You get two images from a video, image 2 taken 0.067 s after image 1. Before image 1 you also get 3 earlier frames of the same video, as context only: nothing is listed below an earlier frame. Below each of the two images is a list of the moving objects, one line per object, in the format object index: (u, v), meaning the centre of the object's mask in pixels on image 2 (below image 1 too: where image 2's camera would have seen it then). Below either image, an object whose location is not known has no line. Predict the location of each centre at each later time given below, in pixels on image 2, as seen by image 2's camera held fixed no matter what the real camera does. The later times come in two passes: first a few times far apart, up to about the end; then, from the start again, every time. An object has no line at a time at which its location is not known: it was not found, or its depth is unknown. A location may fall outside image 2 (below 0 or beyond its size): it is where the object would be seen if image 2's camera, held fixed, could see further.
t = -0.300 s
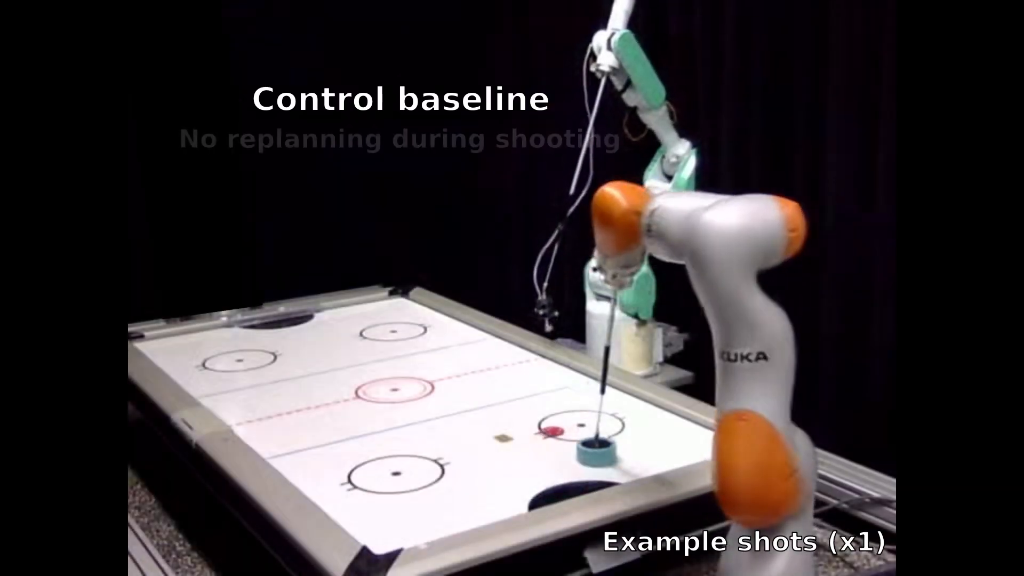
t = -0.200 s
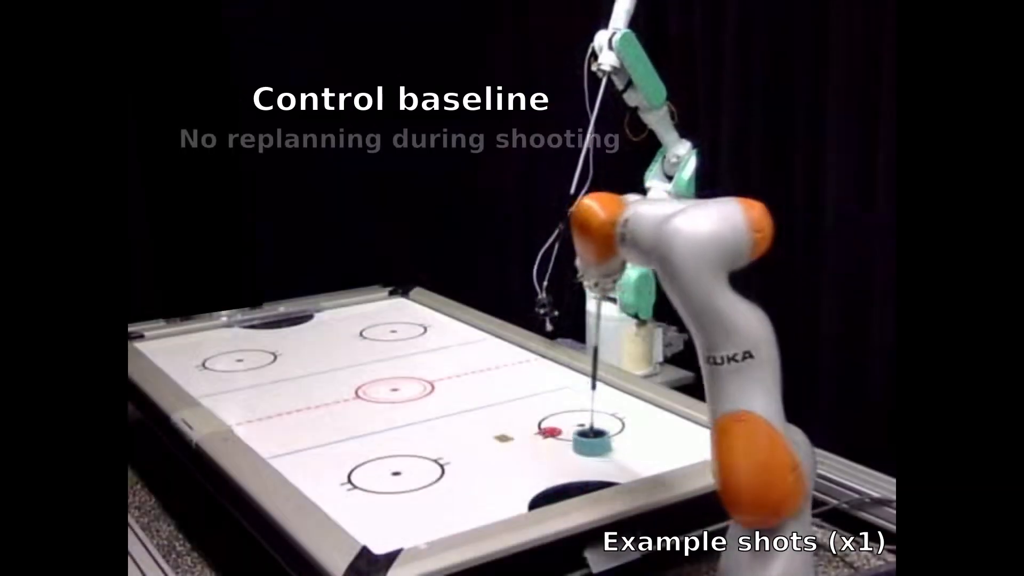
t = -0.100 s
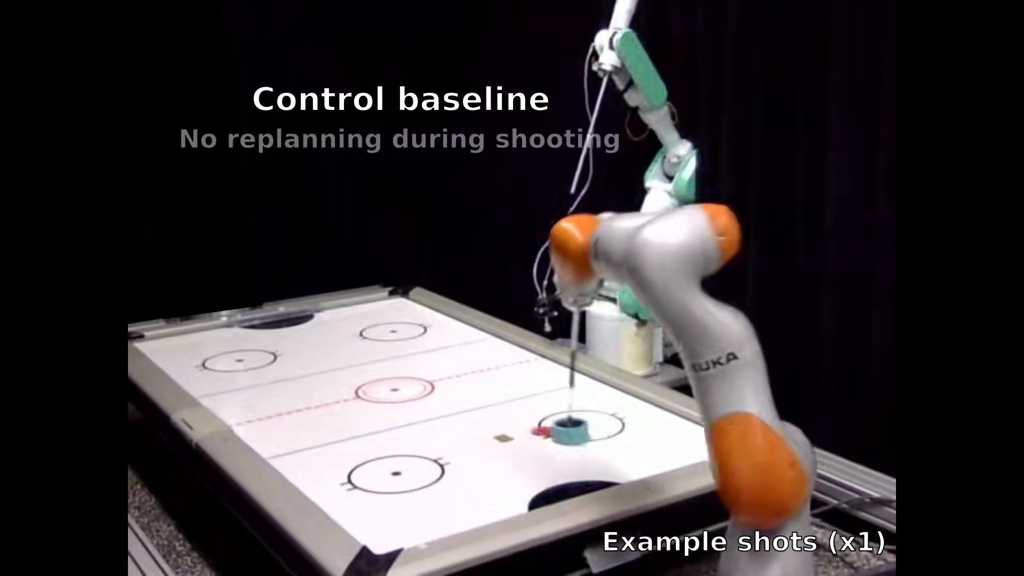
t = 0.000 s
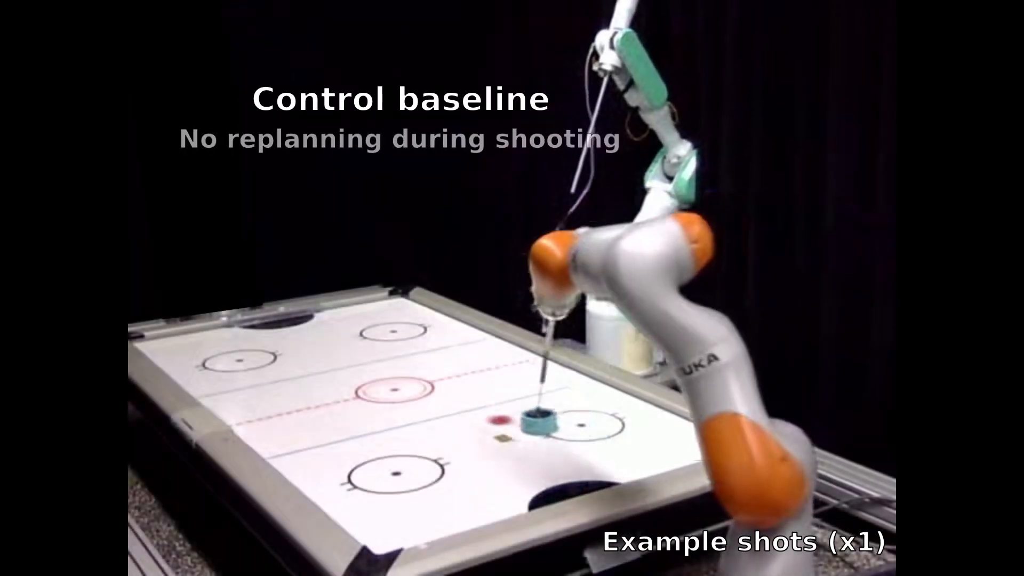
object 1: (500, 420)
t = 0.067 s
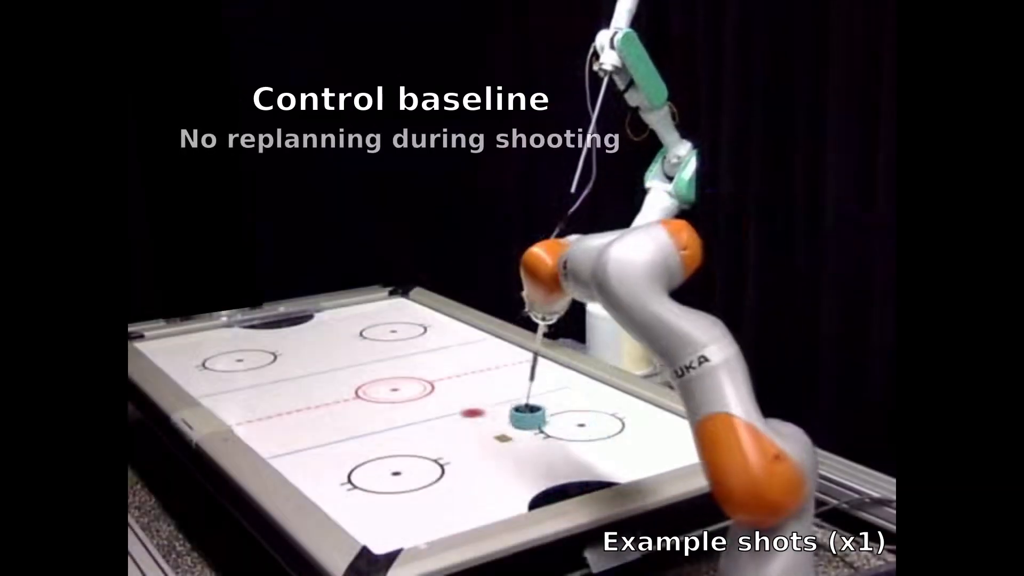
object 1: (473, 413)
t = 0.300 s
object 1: (386, 391)
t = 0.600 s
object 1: (293, 367)
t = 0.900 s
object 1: (213, 346)
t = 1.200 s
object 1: (178, 348)
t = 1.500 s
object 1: (185, 374)
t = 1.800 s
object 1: (209, 399)
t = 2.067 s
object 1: (249, 417)
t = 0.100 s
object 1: (460, 409)
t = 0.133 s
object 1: (447, 406)
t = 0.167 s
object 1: (435, 403)
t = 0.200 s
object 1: (422, 400)
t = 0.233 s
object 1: (409, 397)
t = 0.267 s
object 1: (398, 393)
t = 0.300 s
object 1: (386, 391)
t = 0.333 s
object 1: (374, 388)
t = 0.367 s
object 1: (364, 385)
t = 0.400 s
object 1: (353, 382)
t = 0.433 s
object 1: (342, 379)
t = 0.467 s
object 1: (332, 377)
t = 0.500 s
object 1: (322, 374)
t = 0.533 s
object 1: (312, 372)
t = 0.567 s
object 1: (302, 369)
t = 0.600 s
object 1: (293, 367)
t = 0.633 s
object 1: (283, 364)
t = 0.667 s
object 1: (273, 362)
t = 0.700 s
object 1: (264, 359)
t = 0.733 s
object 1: (255, 358)
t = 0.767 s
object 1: (247, 355)
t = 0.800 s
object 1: (236, 352)
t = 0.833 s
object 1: (229, 350)
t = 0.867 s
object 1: (220, 348)
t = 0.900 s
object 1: (213, 346)
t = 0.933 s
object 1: (204, 344)
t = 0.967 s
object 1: (195, 342)
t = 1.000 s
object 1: (187, 341)
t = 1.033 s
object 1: (179, 339)
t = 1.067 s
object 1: (175, 338)
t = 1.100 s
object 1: (176, 341)
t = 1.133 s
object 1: (177, 343)
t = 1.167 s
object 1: (177, 346)
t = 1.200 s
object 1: (178, 348)
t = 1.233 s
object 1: (179, 351)
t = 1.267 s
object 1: (180, 354)
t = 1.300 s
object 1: (181, 356)
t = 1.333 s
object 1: (181, 360)
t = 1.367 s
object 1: (182, 362)
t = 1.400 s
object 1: (183, 365)
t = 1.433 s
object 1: (184, 368)
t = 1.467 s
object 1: (185, 371)
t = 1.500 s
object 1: (185, 374)
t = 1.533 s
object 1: (187, 378)
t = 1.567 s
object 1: (188, 381)
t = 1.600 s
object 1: (190, 384)
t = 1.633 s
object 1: (191, 387)
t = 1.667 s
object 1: (193, 390)
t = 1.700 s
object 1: (197, 392)
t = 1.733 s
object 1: (200, 395)
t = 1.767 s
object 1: (204, 397)
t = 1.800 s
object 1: (209, 399)
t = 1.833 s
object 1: (213, 401)
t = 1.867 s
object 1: (217, 404)
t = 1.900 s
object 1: (222, 406)
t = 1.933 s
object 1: (228, 408)
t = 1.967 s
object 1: (232, 410)
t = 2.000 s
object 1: (238, 413)
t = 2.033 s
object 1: (243, 415)
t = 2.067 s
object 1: (249, 417)
